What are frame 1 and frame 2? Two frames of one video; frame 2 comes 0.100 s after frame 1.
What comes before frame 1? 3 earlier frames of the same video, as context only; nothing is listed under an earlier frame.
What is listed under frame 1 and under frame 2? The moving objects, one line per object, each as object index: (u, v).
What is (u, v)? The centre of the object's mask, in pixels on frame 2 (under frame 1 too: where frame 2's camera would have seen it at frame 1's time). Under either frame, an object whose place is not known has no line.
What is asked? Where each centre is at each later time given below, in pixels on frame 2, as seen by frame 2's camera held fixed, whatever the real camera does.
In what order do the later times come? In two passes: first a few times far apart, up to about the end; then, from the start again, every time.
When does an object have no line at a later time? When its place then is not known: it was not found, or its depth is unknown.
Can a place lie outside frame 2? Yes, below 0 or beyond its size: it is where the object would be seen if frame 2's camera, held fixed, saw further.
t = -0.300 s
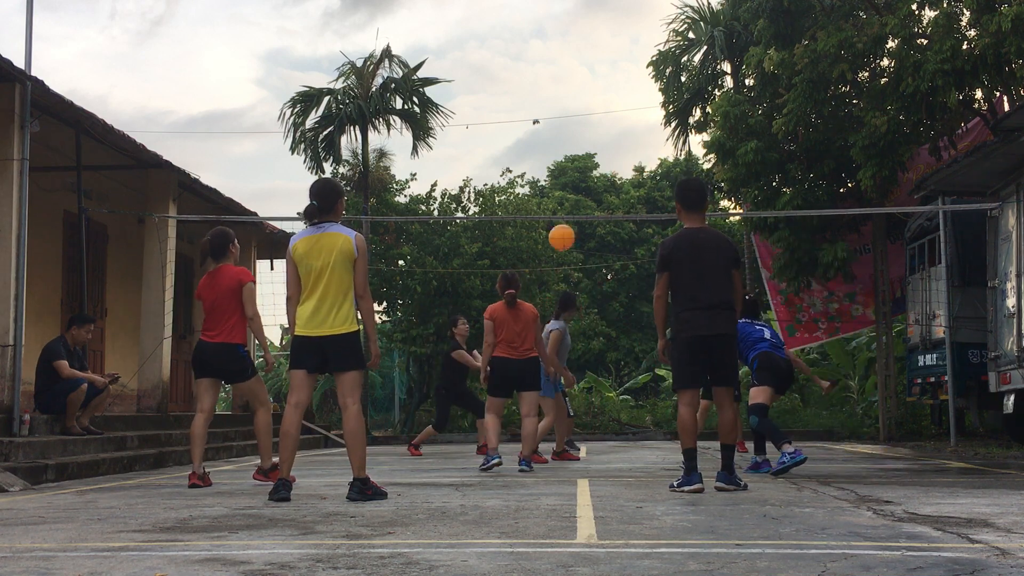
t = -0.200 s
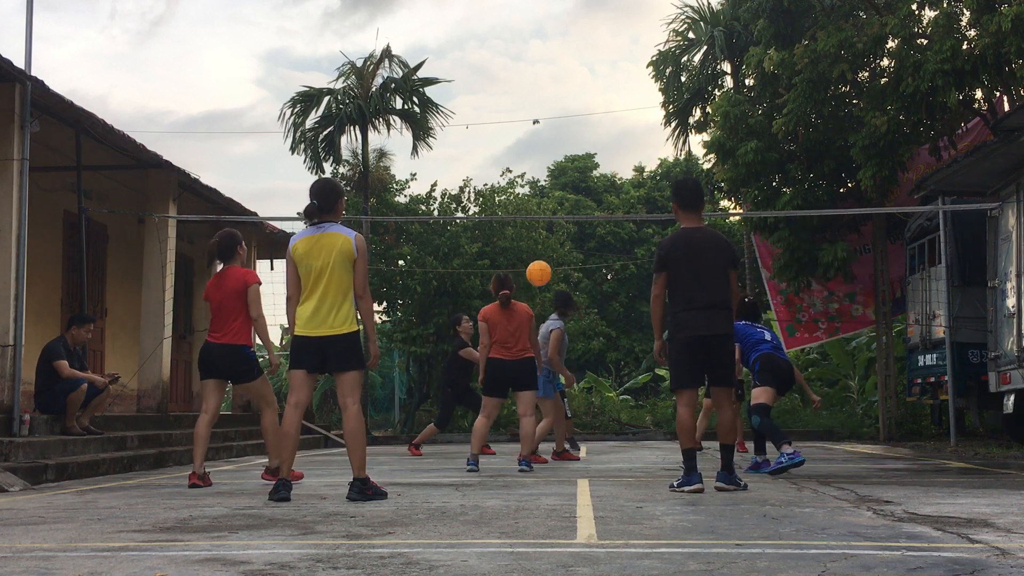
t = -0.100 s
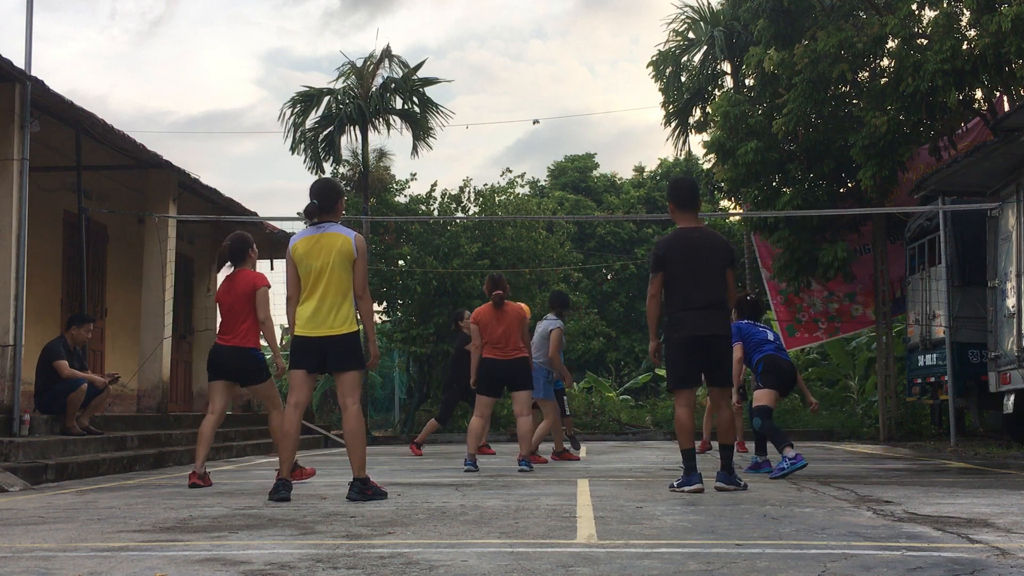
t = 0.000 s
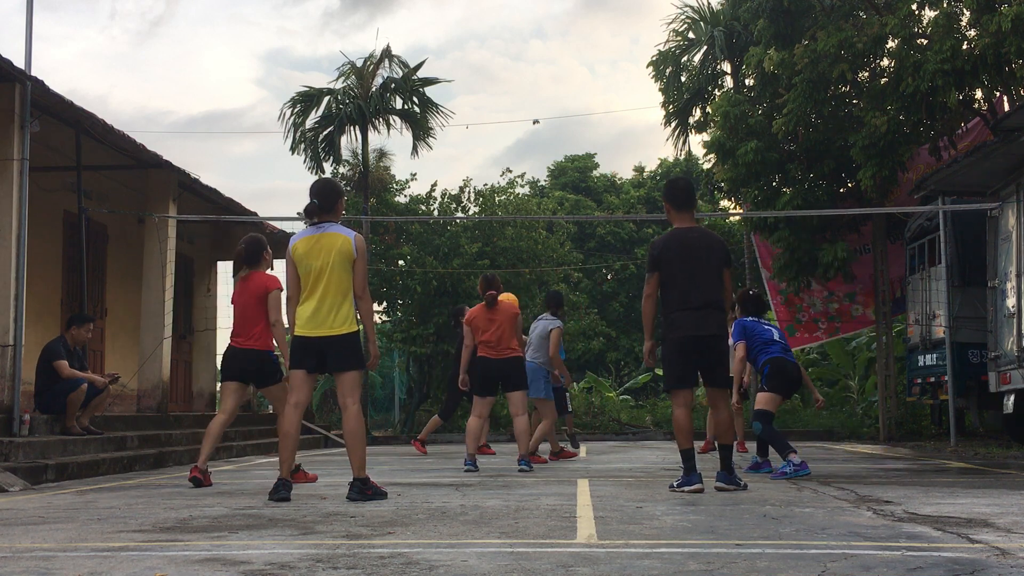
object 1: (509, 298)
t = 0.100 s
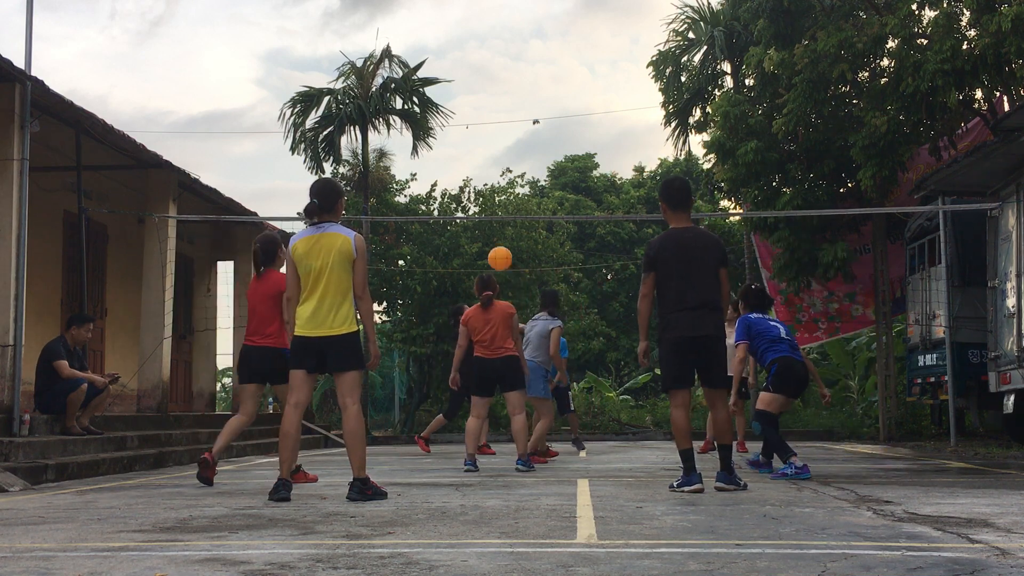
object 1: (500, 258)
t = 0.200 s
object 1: (494, 222)
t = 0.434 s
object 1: (482, 171)
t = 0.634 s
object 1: (473, 169)
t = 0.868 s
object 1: (463, 215)
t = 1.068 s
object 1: (456, 296)
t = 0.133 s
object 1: (498, 245)
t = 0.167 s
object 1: (496, 233)
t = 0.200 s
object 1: (494, 222)
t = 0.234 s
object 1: (492, 211)
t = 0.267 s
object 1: (490, 202)
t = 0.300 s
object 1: (489, 194)
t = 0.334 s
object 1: (487, 187)
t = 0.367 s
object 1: (485, 181)
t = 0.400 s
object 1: (484, 175)
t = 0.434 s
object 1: (482, 171)
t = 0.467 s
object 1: (481, 168)
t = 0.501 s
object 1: (479, 166)
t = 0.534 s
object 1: (477, 165)
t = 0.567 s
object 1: (476, 166)
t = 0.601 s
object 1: (474, 167)
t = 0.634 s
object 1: (473, 169)
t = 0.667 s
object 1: (472, 173)
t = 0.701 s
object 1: (470, 177)
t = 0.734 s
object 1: (469, 183)
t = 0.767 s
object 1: (467, 189)
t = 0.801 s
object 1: (466, 197)
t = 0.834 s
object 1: (465, 205)
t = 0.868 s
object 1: (463, 215)
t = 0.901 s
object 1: (462, 225)
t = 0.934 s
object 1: (461, 237)
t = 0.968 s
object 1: (459, 250)
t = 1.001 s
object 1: (458, 264)
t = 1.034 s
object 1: (457, 279)
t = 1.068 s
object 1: (456, 296)
